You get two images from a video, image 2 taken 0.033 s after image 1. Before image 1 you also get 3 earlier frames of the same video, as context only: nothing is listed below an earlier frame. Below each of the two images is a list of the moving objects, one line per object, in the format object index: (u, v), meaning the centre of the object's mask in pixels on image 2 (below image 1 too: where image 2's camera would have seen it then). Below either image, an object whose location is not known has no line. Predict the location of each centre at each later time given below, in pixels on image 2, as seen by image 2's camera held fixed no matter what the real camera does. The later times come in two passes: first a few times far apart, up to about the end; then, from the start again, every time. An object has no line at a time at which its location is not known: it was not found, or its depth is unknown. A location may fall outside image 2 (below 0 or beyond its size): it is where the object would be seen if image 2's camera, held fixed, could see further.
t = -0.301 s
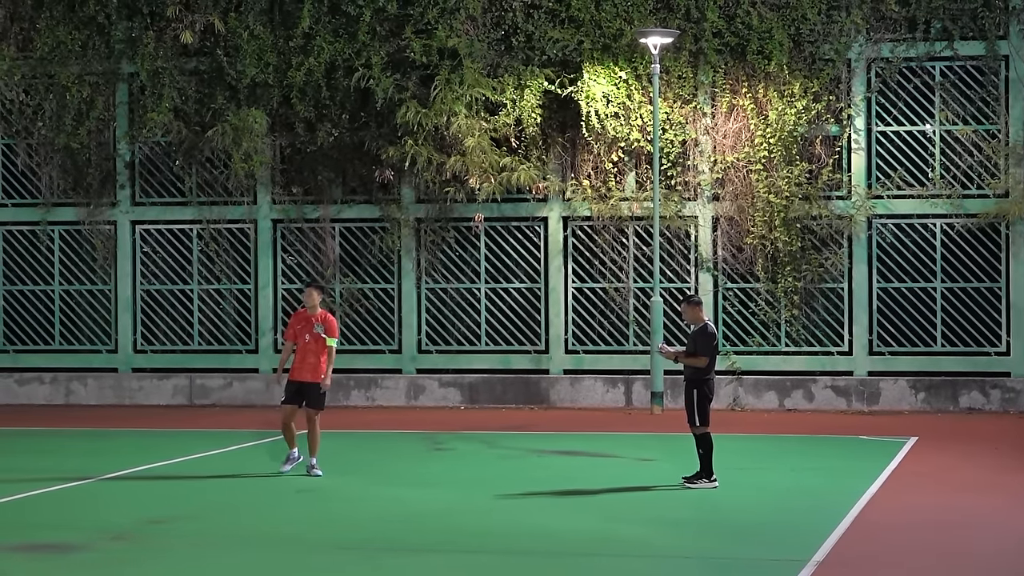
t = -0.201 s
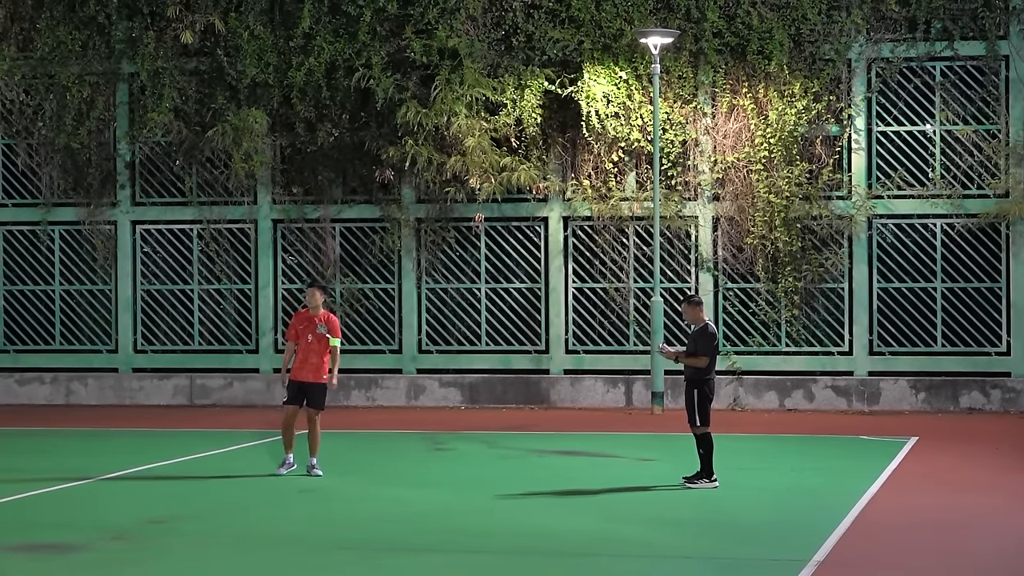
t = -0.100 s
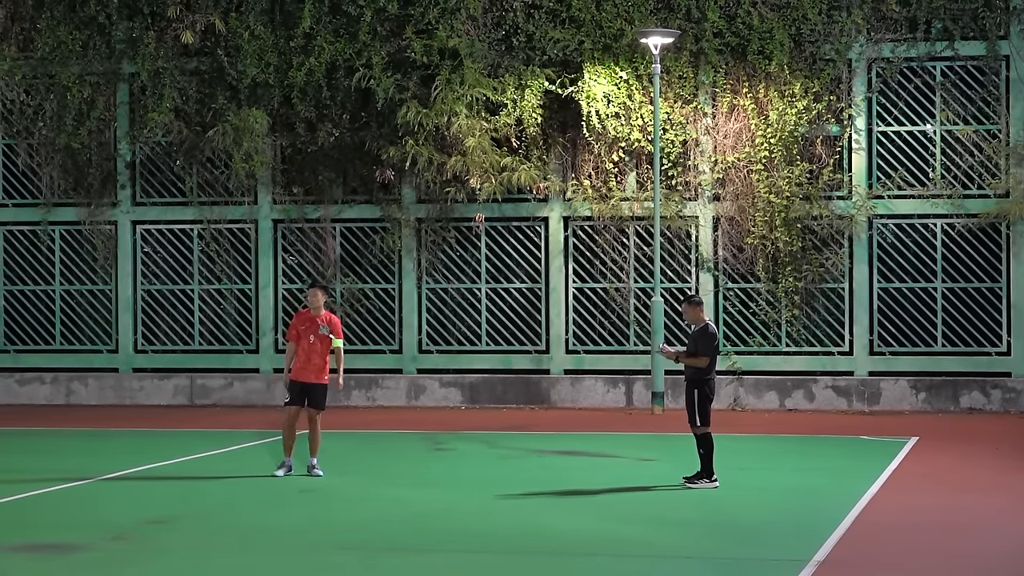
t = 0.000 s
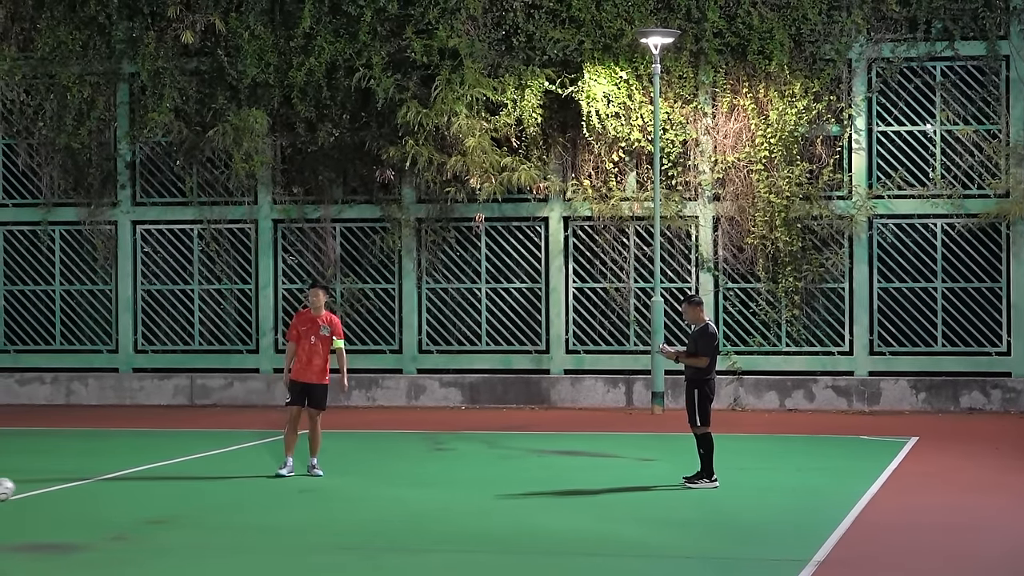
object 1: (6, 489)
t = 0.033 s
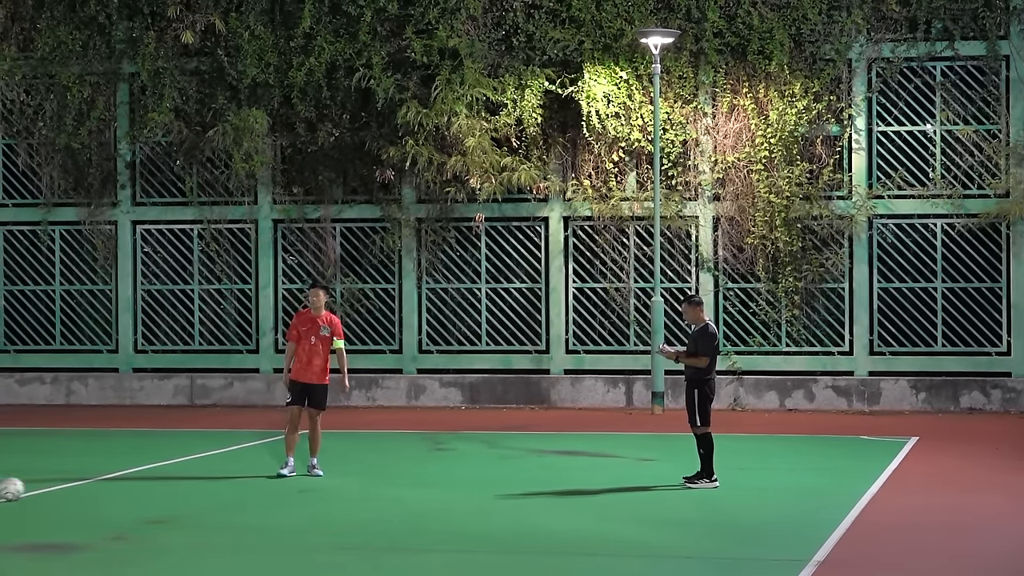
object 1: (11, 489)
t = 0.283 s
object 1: (79, 488)
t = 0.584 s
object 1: (158, 486)
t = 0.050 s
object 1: (16, 489)
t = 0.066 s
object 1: (20, 489)
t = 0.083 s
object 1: (25, 489)
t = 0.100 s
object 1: (29, 489)
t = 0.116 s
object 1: (34, 489)
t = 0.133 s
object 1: (38, 488)
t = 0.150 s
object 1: (43, 488)
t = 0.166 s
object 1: (48, 489)
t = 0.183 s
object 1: (52, 489)
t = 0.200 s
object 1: (57, 488)
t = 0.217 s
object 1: (61, 488)
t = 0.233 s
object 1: (65, 488)
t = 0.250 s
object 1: (70, 487)
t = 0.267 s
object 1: (75, 487)
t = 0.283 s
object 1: (79, 488)
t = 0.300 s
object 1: (84, 487)
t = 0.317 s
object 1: (89, 487)
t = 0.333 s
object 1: (92, 487)
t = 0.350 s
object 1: (98, 487)
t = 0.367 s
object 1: (101, 487)
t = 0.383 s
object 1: (106, 487)
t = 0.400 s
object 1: (111, 486)
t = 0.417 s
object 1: (115, 487)
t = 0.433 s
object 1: (119, 487)
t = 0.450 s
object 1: (123, 487)
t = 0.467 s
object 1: (128, 486)
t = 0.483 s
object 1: (132, 486)
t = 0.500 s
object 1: (137, 486)
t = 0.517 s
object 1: (141, 486)
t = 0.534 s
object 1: (145, 486)
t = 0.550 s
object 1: (149, 486)
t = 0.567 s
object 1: (154, 486)
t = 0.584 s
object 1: (158, 486)
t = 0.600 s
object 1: (163, 485)
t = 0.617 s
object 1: (167, 486)
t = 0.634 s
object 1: (171, 486)
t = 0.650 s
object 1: (176, 486)
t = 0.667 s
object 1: (180, 485)
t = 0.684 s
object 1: (185, 485)
